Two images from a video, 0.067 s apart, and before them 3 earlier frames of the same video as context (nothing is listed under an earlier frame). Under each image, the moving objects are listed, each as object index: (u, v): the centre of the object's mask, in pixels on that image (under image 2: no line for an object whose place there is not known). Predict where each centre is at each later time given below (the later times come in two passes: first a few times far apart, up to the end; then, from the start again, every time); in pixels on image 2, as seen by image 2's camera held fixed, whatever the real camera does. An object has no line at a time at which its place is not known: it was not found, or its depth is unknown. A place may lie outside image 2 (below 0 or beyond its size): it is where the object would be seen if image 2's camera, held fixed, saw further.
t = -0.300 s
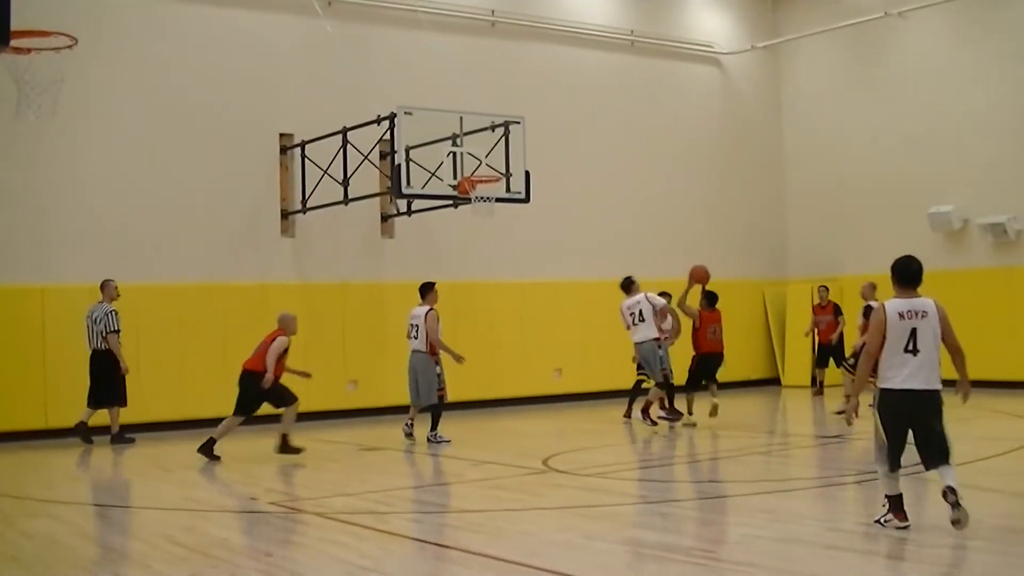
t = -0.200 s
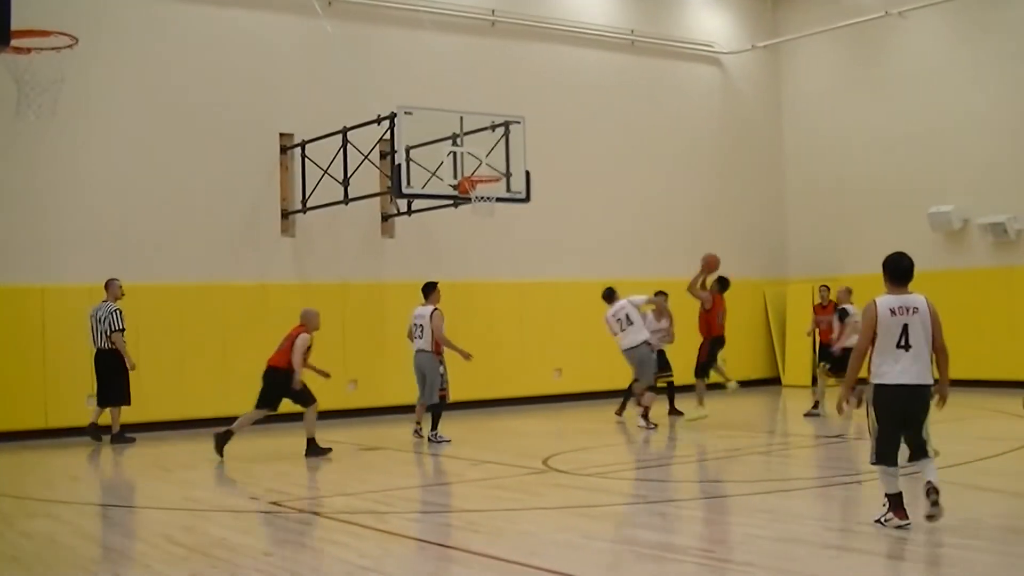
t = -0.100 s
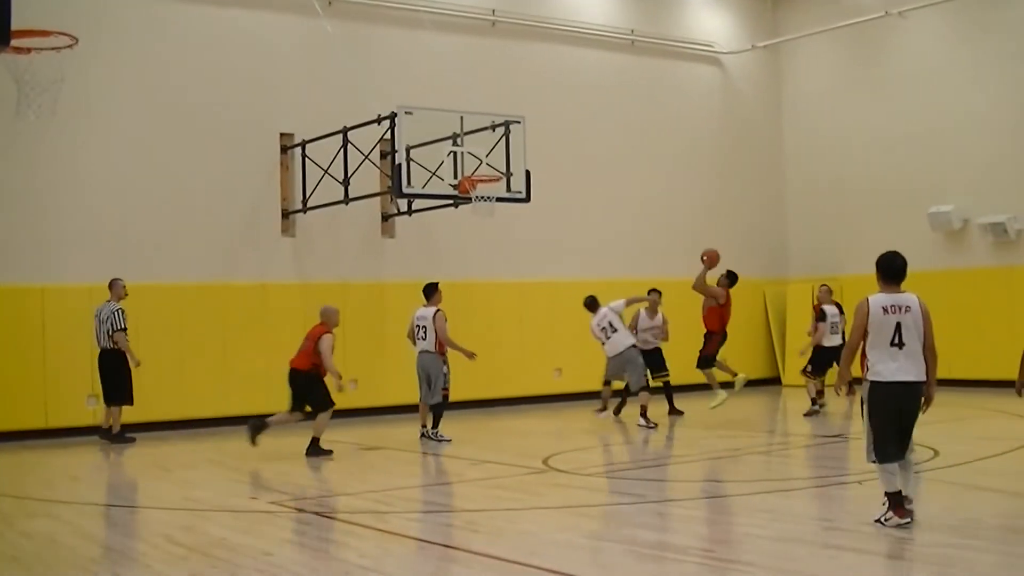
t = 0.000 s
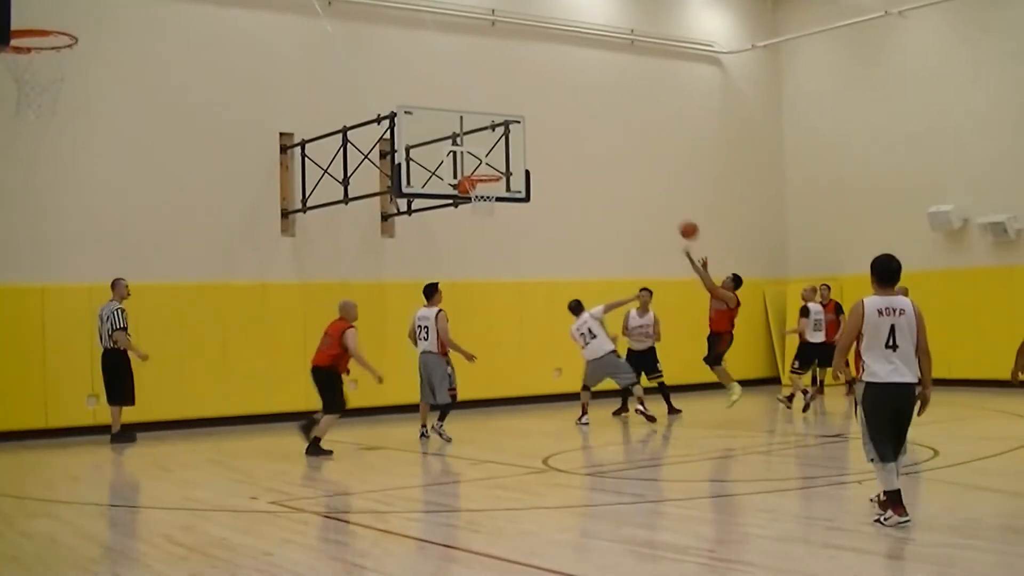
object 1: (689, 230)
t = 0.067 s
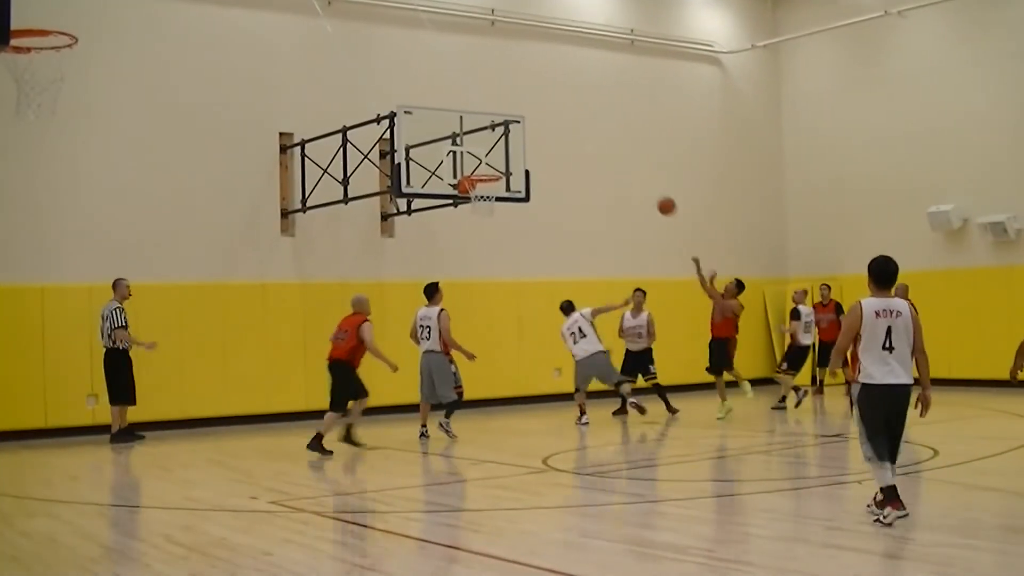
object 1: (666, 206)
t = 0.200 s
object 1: (623, 169)
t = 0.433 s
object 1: (547, 137)
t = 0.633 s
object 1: (485, 144)
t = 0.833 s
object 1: (470, 168)
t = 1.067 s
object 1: (512, 159)
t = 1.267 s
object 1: (542, 174)
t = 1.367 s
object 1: (557, 194)
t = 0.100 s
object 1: (655, 195)
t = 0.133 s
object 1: (645, 186)
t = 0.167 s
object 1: (634, 177)
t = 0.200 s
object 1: (623, 169)
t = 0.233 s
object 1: (612, 162)
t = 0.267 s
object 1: (601, 155)
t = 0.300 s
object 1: (590, 150)
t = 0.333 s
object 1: (579, 145)
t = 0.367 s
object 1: (568, 142)
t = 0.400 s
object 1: (558, 139)
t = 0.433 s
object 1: (547, 137)
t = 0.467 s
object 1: (537, 136)
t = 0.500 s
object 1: (526, 136)
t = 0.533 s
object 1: (515, 137)
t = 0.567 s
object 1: (506, 138)
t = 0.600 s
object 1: (496, 141)
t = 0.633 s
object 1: (485, 144)
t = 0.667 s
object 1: (475, 148)
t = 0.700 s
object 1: (474, 151)
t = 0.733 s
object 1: (473, 154)
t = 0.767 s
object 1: (472, 159)
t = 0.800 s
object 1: (471, 164)
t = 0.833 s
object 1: (470, 168)
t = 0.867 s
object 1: (479, 167)
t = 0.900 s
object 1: (487, 167)
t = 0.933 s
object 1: (493, 165)
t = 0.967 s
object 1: (498, 162)
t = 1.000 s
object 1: (503, 161)
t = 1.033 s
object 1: (508, 159)
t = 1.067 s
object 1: (512, 159)
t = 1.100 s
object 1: (518, 159)
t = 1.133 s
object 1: (523, 160)
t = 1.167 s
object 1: (528, 162)
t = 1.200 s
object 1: (533, 166)
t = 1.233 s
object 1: (537, 169)
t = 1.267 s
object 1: (542, 174)
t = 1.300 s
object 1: (547, 180)
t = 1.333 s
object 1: (552, 187)
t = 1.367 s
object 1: (557, 194)
